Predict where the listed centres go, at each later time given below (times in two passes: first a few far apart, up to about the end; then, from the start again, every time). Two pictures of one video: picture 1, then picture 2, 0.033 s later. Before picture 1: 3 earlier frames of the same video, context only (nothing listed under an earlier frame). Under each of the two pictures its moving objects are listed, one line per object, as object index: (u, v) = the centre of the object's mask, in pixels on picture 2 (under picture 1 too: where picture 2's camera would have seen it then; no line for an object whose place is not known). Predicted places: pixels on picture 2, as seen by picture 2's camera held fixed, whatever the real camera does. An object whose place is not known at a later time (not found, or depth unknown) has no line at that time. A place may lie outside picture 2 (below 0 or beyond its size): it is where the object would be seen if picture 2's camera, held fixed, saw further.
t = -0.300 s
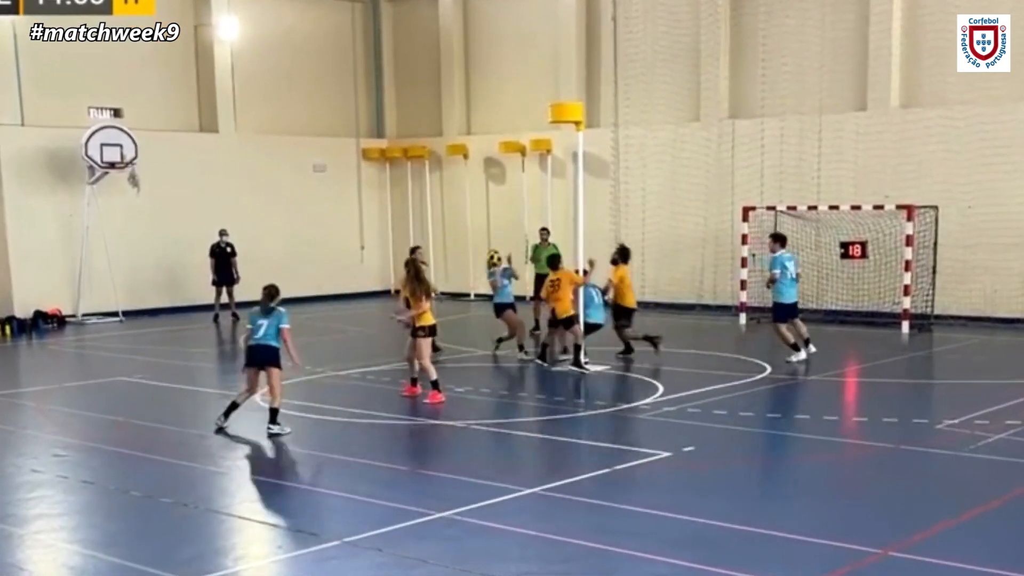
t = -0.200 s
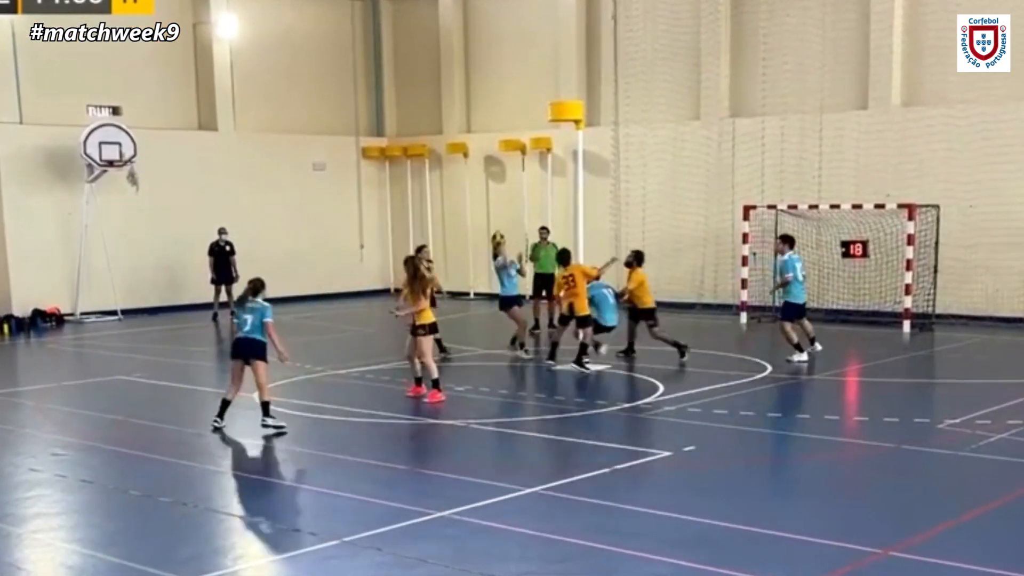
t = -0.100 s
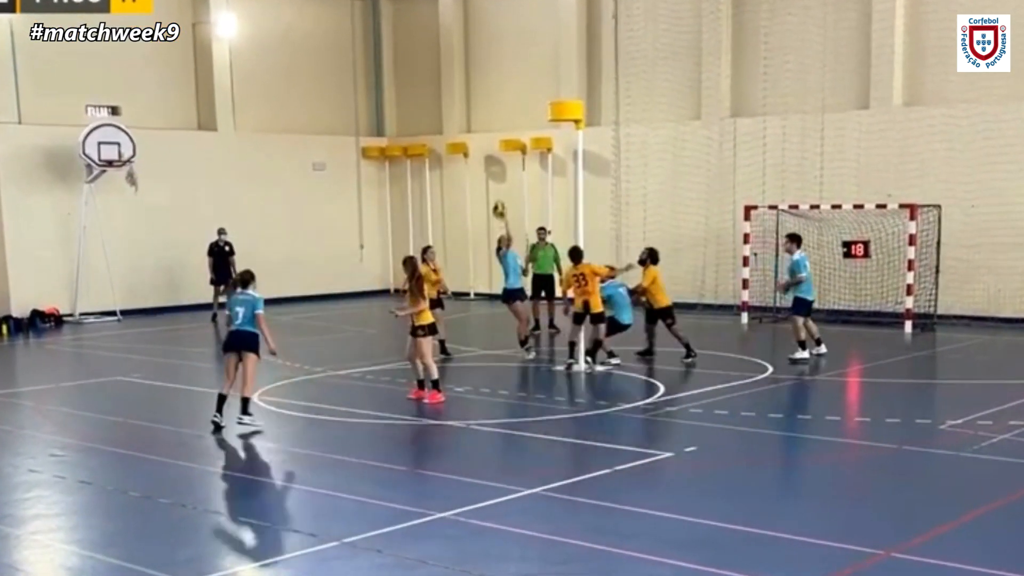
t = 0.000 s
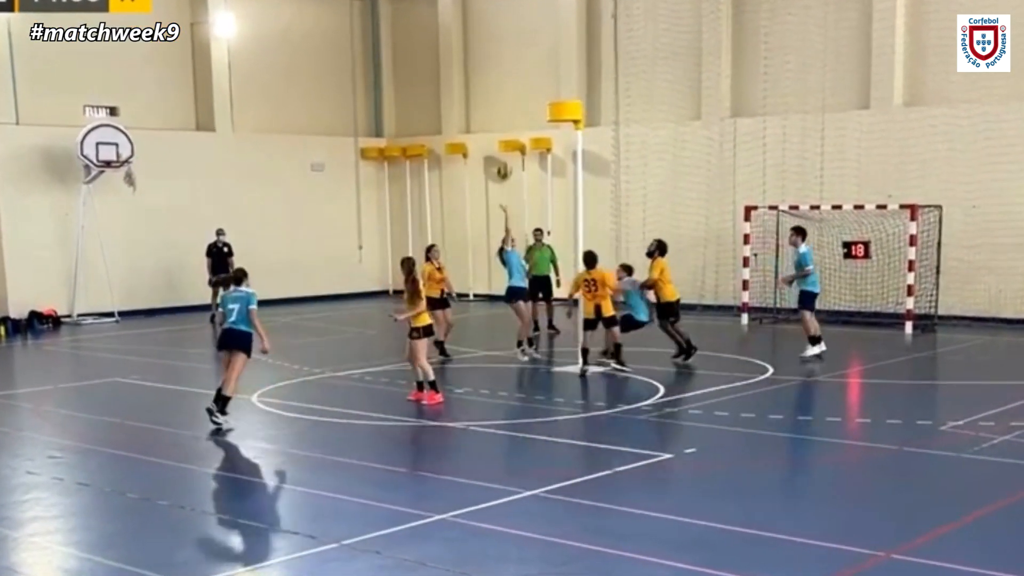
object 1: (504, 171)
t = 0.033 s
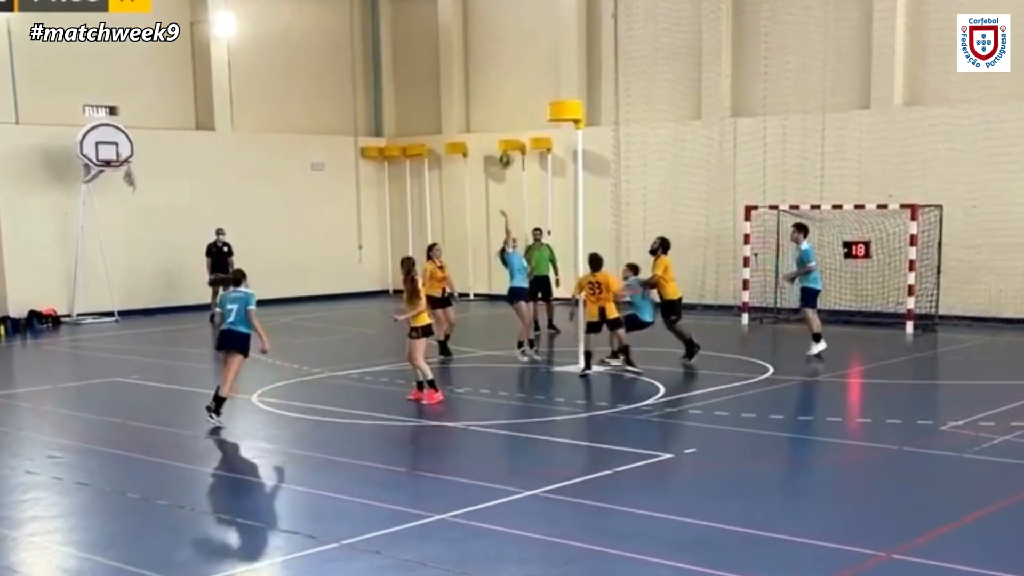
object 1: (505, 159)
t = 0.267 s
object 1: (520, 98)
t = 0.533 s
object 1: (539, 77)
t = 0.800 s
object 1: (556, 92)
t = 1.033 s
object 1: (569, 94)
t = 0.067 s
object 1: (507, 148)
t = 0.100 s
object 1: (509, 137)
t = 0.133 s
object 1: (512, 128)
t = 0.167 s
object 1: (514, 119)
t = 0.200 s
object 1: (516, 111)
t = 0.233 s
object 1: (518, 104)
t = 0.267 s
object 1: (520, 98)
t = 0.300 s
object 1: (522, 92)
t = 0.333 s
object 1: (524, 87)
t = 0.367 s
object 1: (527, 84)
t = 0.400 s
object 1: (529, 81)
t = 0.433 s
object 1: (532, 78)
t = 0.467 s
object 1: (534, 77)
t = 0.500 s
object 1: (537, 76)
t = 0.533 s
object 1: (539, 77)
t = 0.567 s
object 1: (541, 78)
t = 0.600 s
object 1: (544, 79)
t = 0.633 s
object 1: (546, 82)
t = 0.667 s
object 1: (549, 86)
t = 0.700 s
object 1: (551, 91)
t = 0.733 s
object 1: (553, 92)
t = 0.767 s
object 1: (554, 92)
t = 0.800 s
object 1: (556, 92)
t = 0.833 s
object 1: (558, 92)
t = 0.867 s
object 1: (559, 93)
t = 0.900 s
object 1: (561, 92)
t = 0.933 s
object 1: (563, 93)
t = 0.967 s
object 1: (565, 93)
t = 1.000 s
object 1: (567, 94)
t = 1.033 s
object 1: (569, 94)
